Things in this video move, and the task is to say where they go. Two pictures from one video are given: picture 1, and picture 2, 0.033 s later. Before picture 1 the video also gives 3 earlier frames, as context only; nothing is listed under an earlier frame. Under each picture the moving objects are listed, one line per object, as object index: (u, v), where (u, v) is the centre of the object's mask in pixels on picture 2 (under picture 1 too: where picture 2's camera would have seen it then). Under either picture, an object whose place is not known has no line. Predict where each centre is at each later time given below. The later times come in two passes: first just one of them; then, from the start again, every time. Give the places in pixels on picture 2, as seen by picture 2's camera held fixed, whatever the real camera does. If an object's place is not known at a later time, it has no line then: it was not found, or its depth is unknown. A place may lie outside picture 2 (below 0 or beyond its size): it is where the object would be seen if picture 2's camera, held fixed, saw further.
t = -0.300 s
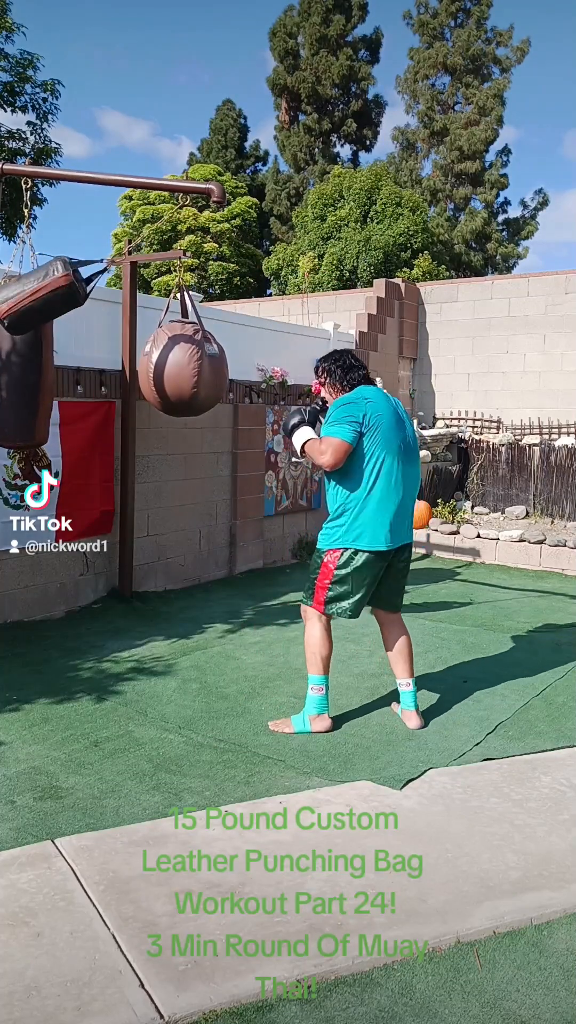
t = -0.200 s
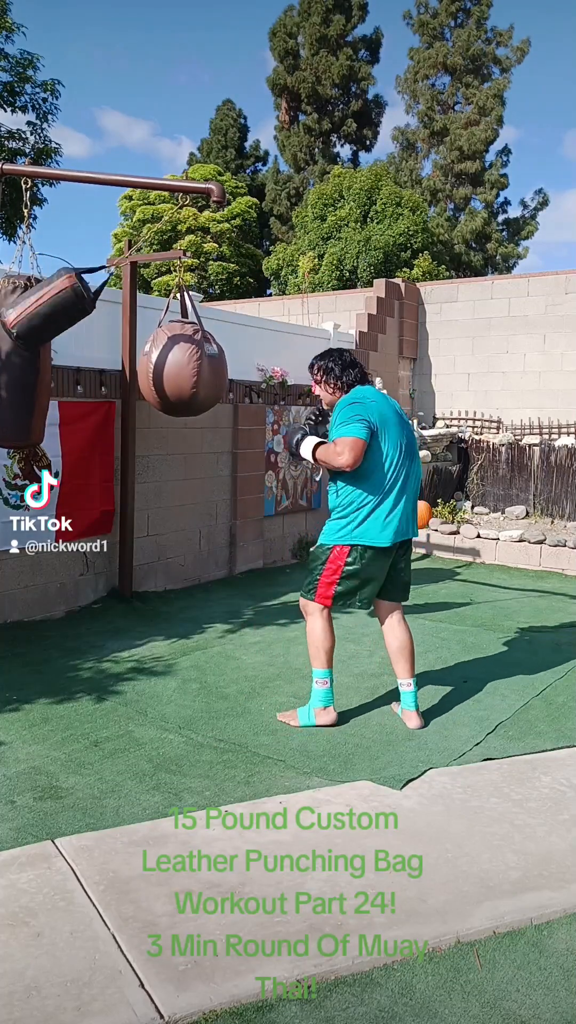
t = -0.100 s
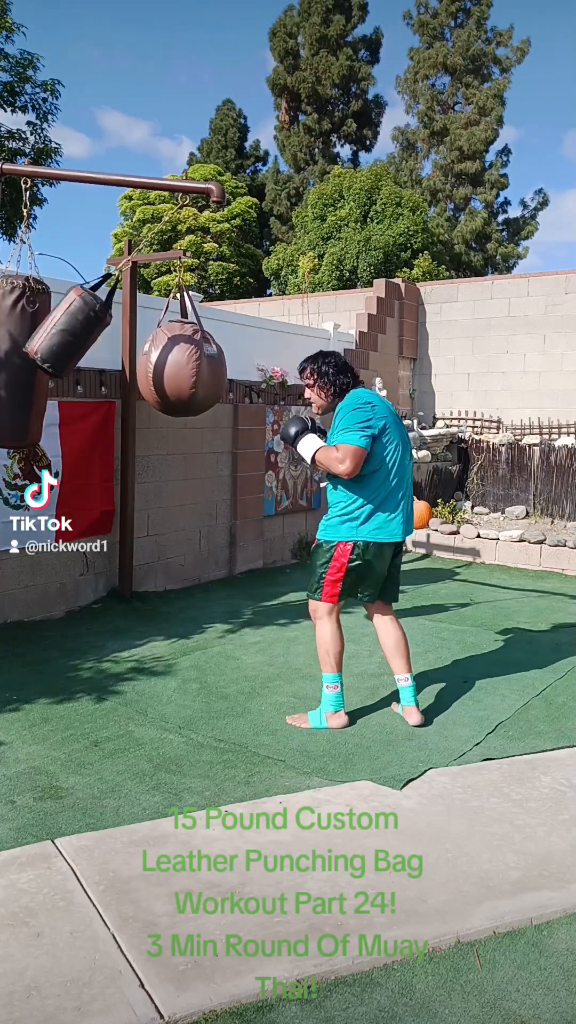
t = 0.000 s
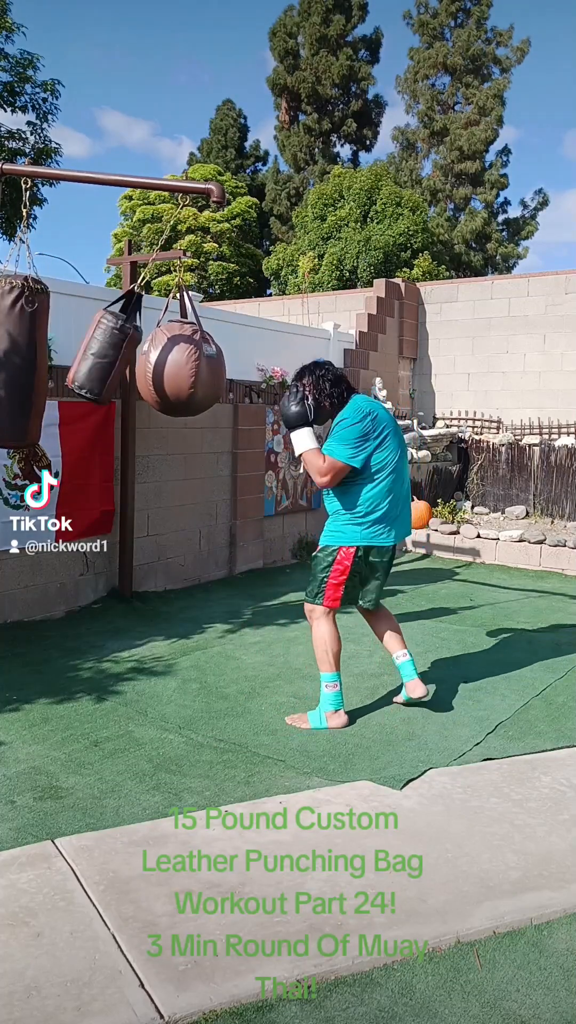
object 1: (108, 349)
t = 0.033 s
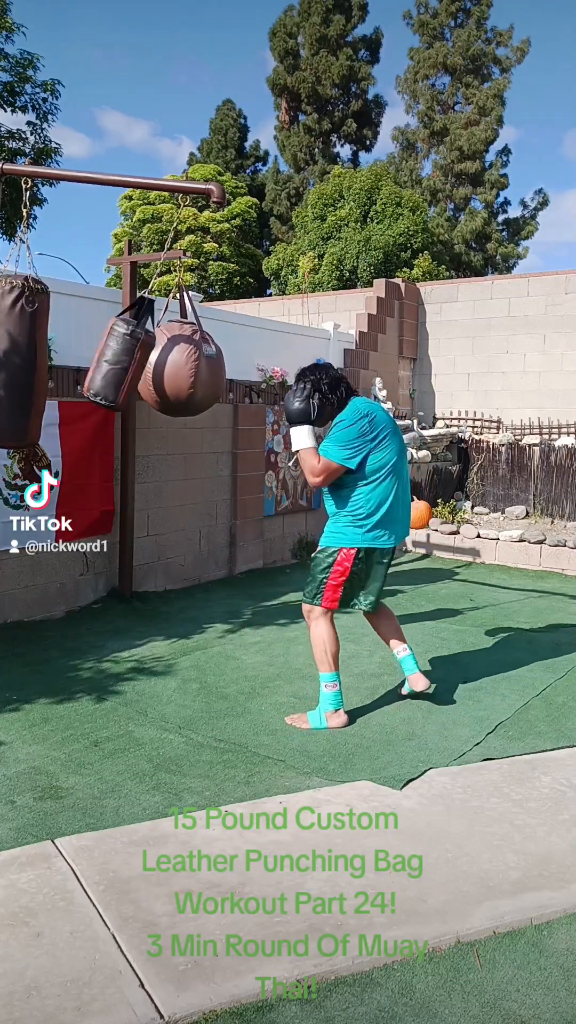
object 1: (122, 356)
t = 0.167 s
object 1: (186, 372)
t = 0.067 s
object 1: (138, 362)
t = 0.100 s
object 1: (154, 367)
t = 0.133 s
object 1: (169, 369)
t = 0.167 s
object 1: (186, 372)
